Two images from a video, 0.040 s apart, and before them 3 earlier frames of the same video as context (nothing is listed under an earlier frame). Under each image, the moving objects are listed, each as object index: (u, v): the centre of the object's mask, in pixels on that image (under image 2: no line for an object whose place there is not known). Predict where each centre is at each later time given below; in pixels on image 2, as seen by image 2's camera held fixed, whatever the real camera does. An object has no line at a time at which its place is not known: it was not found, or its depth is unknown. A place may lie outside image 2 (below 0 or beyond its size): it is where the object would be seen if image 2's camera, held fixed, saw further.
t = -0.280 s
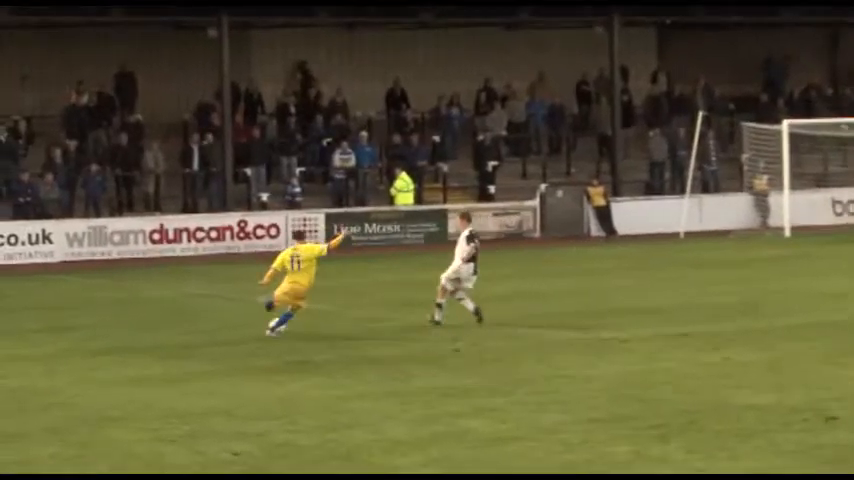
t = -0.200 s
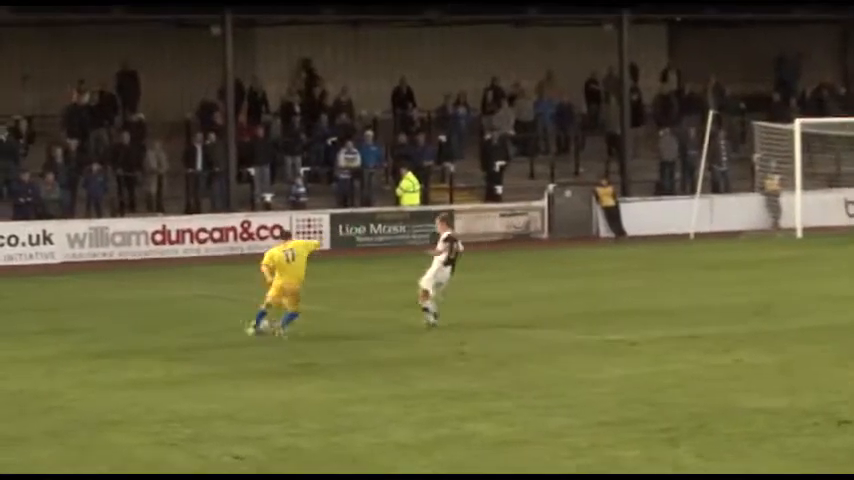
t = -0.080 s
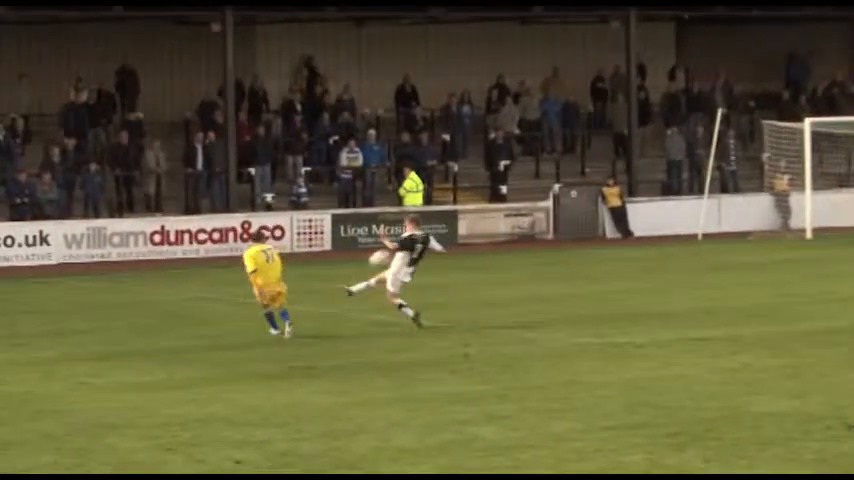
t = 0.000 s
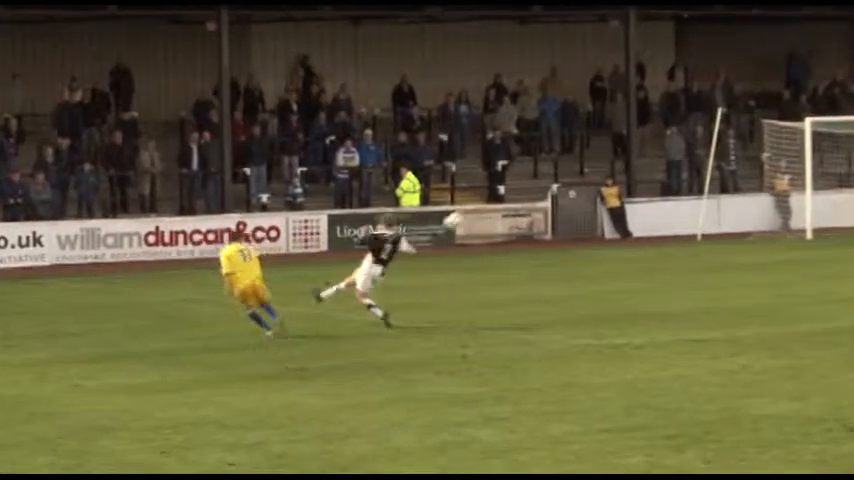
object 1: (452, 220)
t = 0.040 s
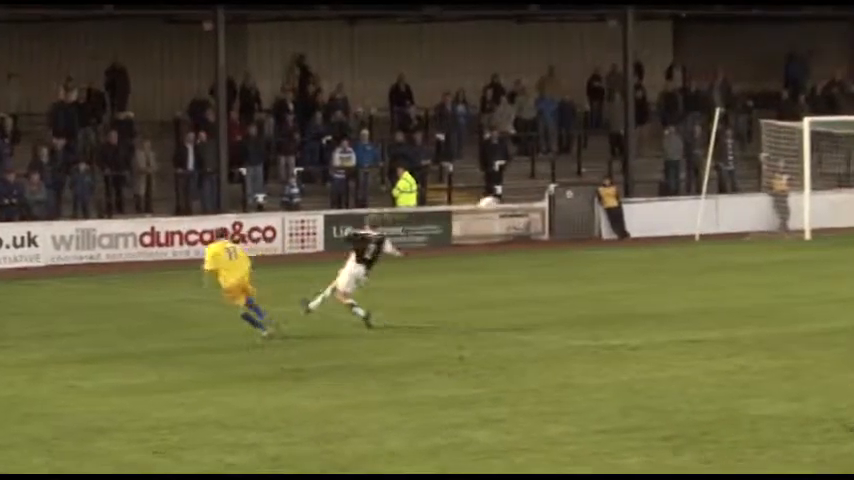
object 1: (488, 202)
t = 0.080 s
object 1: (521, 188)
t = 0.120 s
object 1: (555, 175)
